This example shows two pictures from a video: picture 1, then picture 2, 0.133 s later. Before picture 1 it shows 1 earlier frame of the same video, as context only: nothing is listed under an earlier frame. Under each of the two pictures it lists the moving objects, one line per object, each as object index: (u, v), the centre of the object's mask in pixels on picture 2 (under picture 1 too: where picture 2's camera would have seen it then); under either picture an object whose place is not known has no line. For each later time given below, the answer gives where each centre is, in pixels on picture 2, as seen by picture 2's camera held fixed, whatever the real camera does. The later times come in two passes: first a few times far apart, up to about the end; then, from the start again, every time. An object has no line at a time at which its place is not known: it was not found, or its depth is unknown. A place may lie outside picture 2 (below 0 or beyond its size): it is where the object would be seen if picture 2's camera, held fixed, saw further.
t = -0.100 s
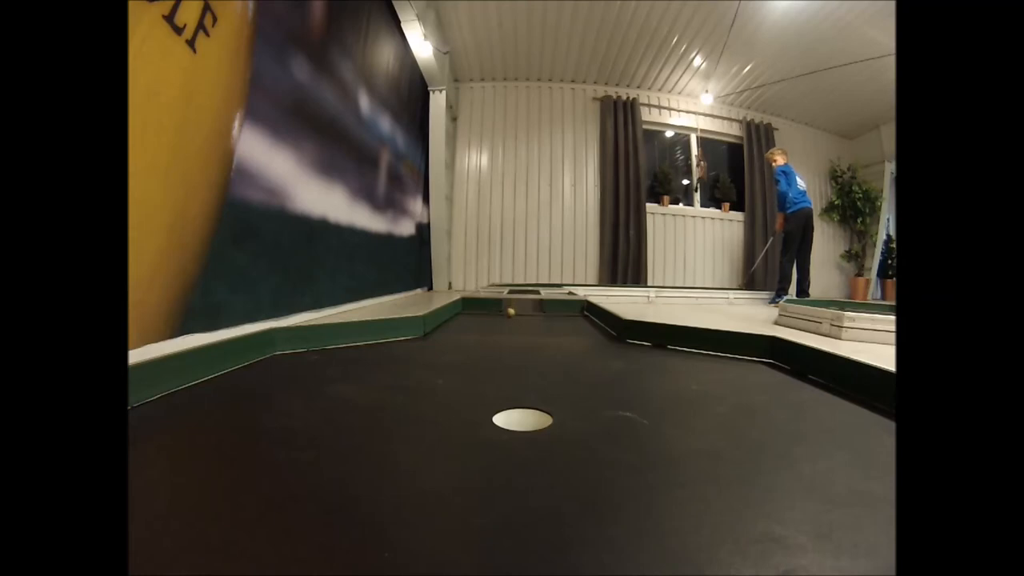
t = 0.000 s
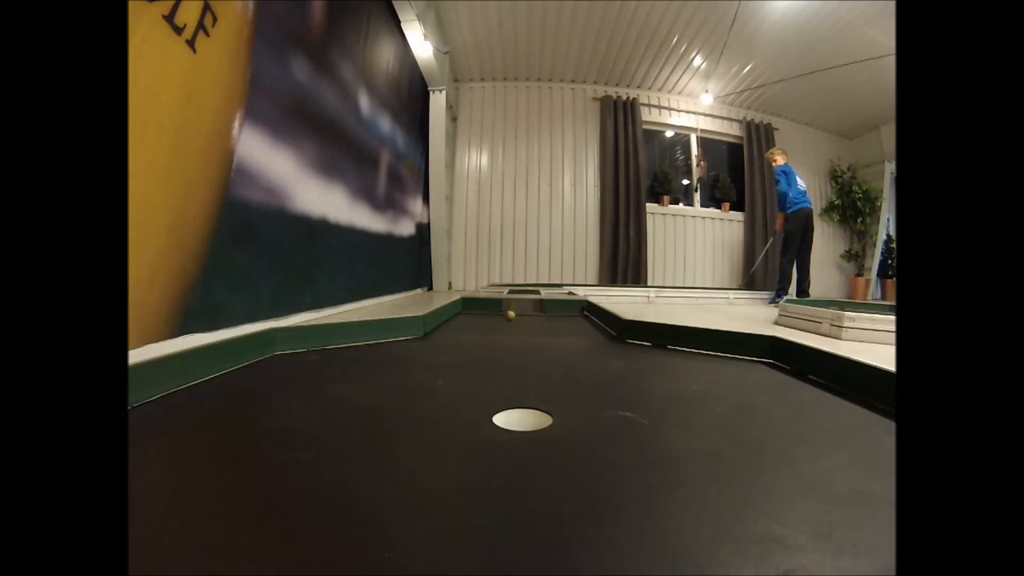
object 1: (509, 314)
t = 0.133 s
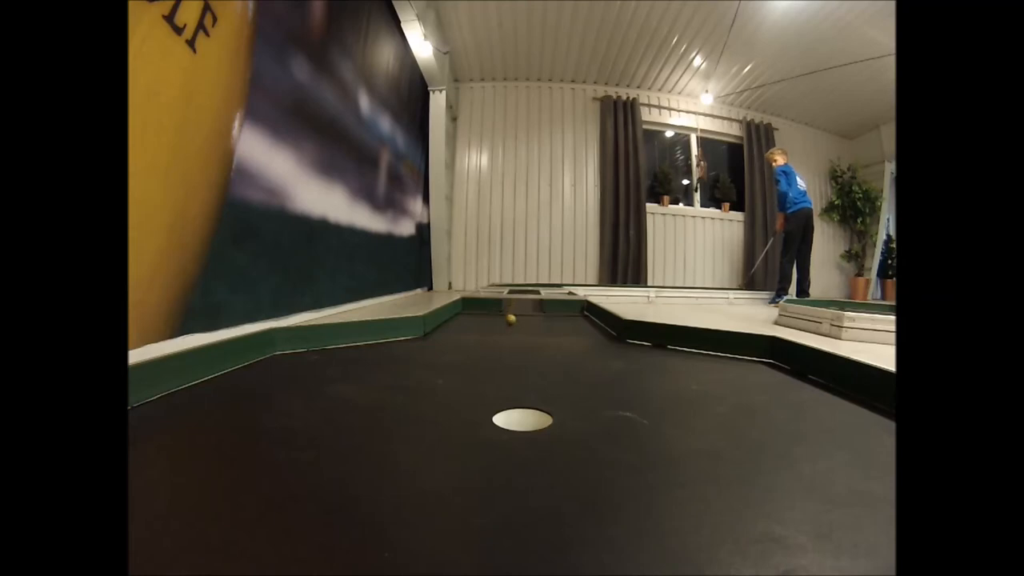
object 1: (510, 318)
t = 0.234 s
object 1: (511, 323)
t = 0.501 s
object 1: (511, 336)
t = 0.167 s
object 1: (511, 320)
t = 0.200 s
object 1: (511, 321)
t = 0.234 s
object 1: (511, 323)
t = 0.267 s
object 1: (511, 324)
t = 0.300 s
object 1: (511, 326)
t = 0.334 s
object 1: (511, 327)
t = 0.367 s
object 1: (511, 329)
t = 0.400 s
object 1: (511, 330)
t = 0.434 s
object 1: (511, 332)
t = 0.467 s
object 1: (511, 334)
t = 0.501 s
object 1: (511, 336)
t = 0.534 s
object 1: (512, 338)
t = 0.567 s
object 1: (512, 340)
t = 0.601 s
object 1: (512, 342)
